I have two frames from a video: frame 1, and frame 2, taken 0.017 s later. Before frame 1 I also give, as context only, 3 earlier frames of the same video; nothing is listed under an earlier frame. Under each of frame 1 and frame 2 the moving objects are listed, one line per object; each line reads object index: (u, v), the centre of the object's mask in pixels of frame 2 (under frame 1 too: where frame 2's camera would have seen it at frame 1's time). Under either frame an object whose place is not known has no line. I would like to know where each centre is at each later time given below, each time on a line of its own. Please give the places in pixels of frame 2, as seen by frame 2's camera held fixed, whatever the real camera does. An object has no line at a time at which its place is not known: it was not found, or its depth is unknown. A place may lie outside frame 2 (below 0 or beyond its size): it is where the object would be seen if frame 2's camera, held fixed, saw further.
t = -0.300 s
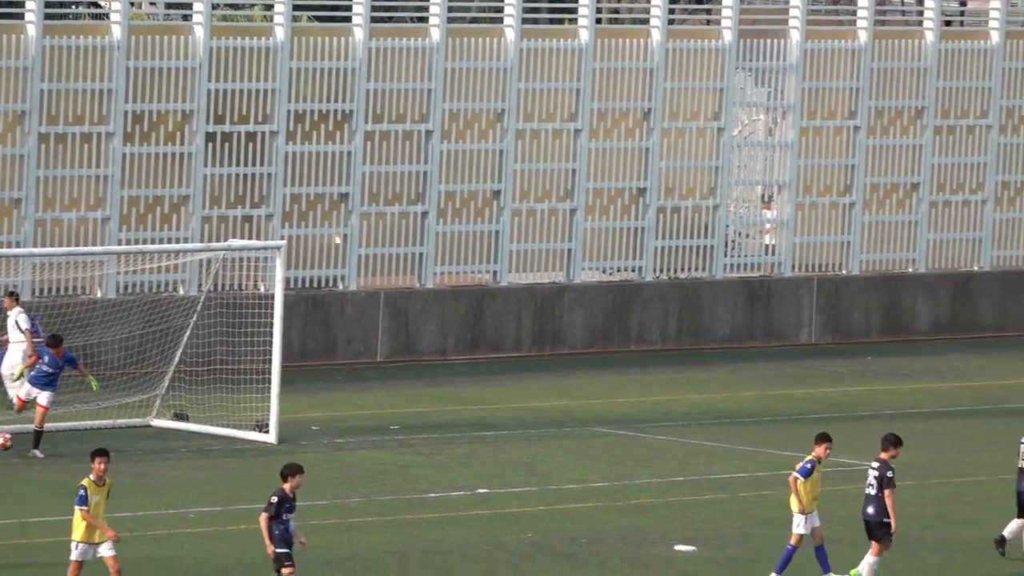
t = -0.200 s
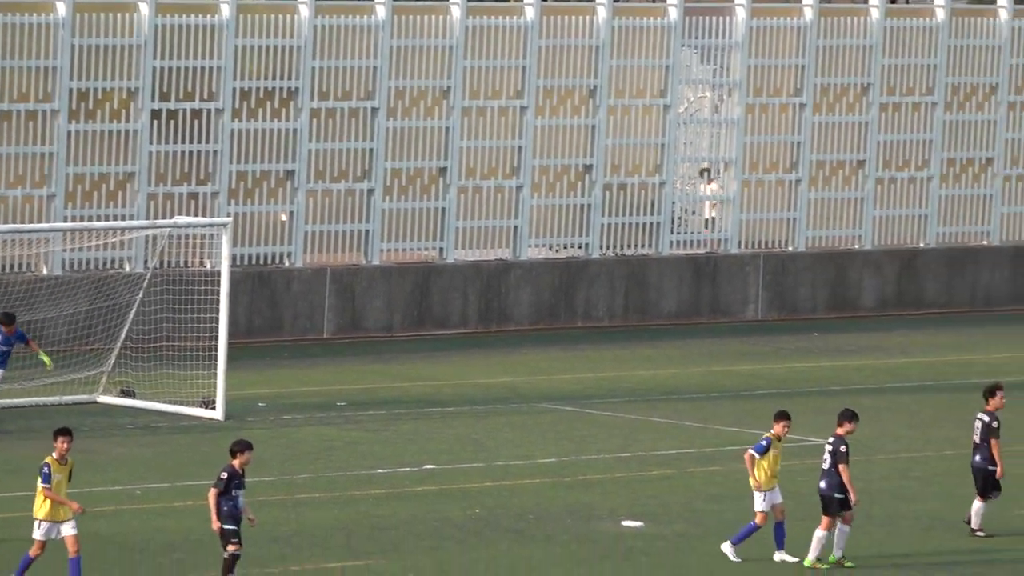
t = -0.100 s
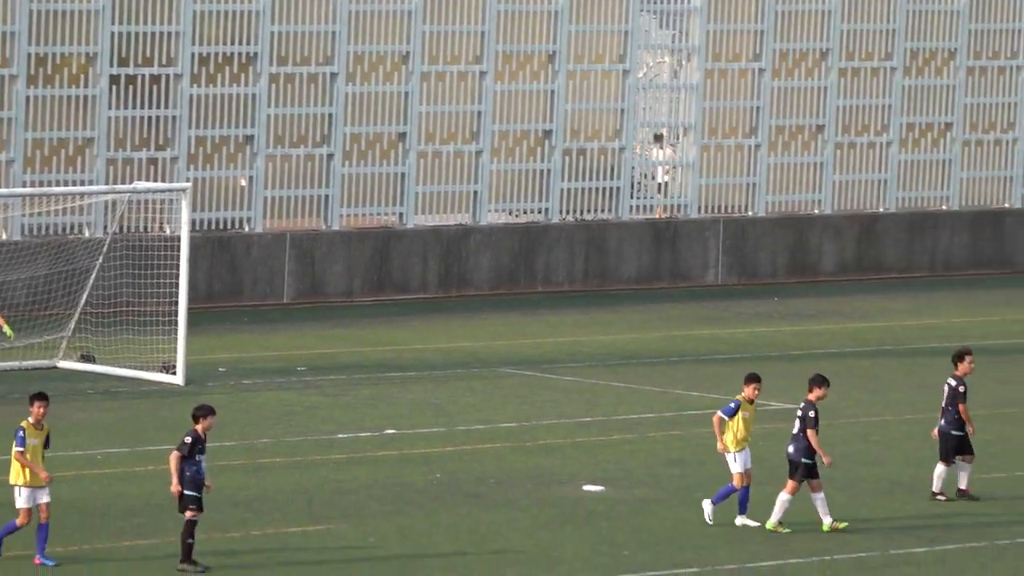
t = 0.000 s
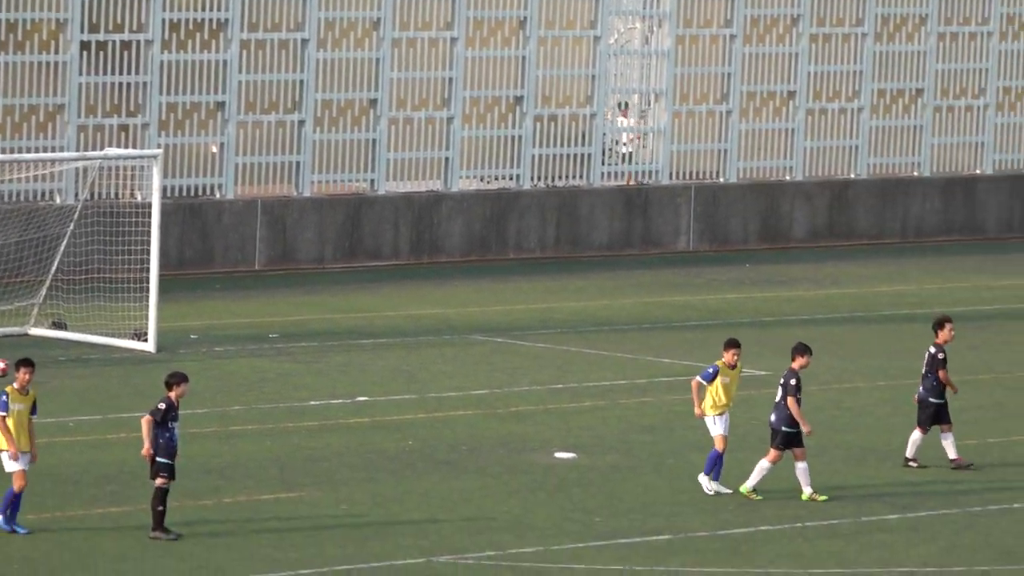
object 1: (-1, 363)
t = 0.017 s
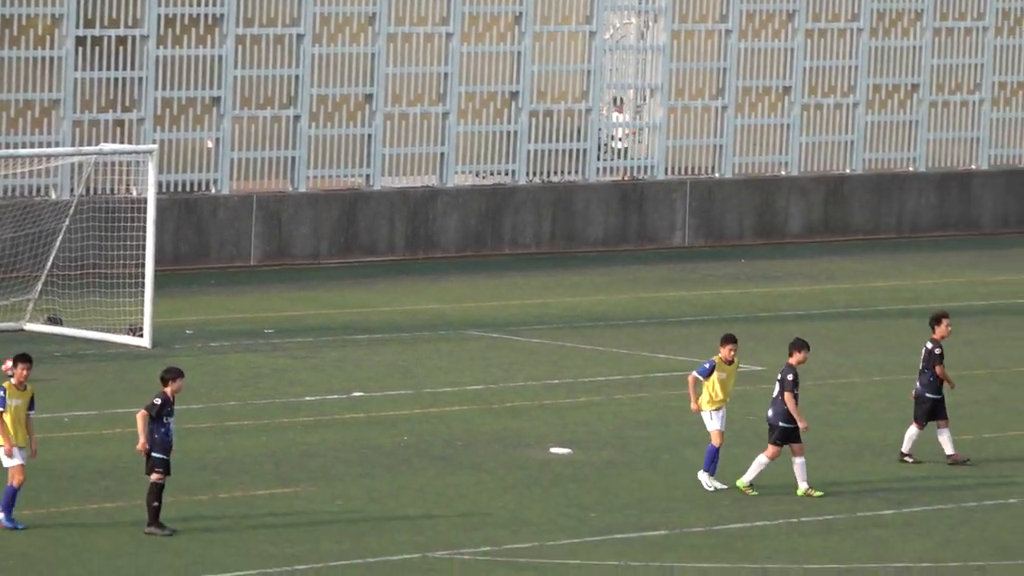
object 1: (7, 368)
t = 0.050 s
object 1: (43, 375)
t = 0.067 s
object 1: (55, 375)
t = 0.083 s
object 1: (68, 373)
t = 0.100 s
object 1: (80, 372)
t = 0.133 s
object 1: (107, 371)
